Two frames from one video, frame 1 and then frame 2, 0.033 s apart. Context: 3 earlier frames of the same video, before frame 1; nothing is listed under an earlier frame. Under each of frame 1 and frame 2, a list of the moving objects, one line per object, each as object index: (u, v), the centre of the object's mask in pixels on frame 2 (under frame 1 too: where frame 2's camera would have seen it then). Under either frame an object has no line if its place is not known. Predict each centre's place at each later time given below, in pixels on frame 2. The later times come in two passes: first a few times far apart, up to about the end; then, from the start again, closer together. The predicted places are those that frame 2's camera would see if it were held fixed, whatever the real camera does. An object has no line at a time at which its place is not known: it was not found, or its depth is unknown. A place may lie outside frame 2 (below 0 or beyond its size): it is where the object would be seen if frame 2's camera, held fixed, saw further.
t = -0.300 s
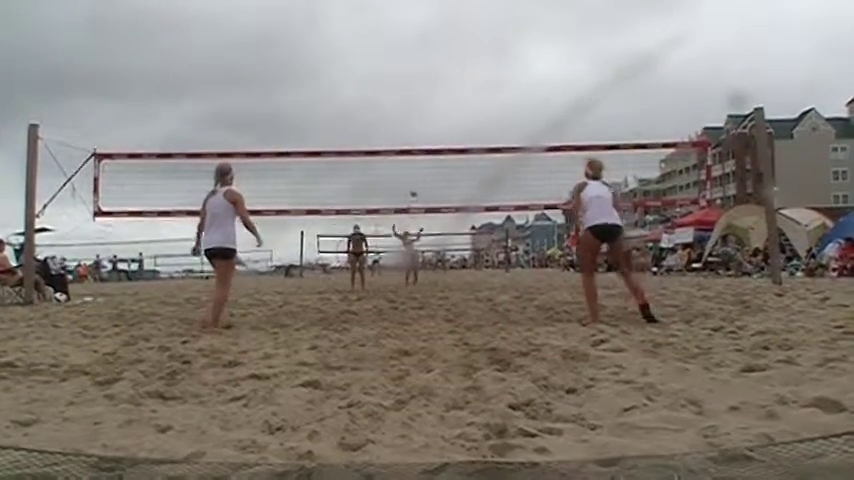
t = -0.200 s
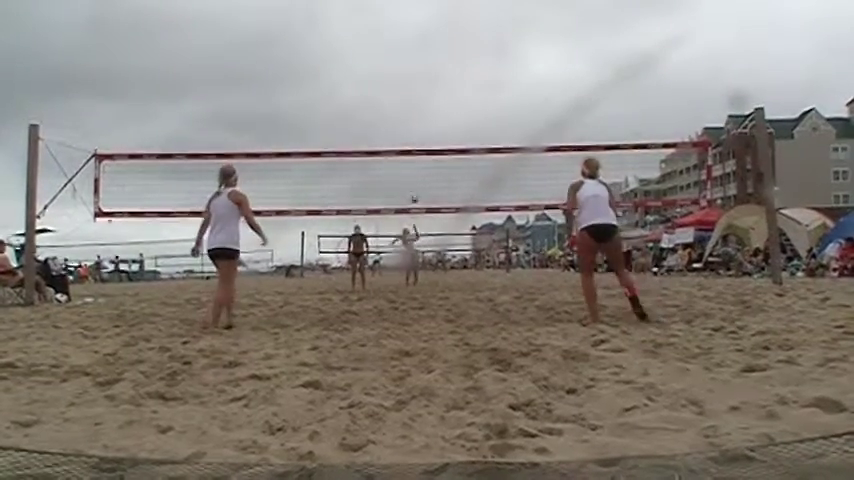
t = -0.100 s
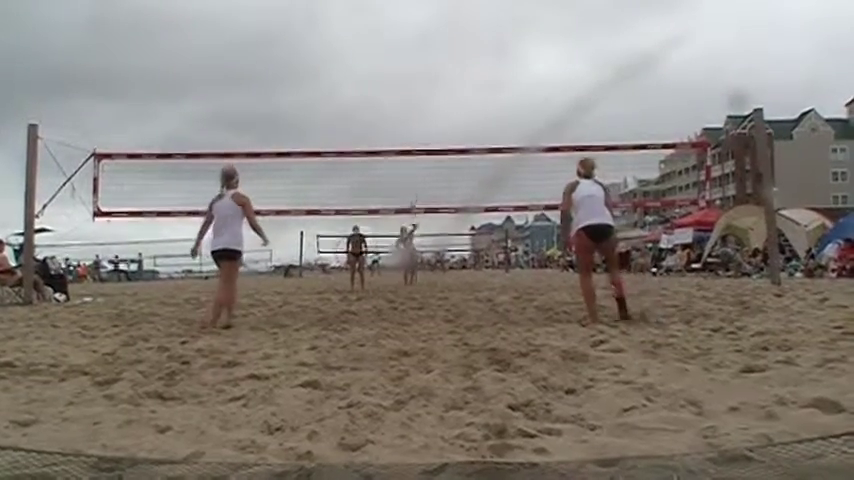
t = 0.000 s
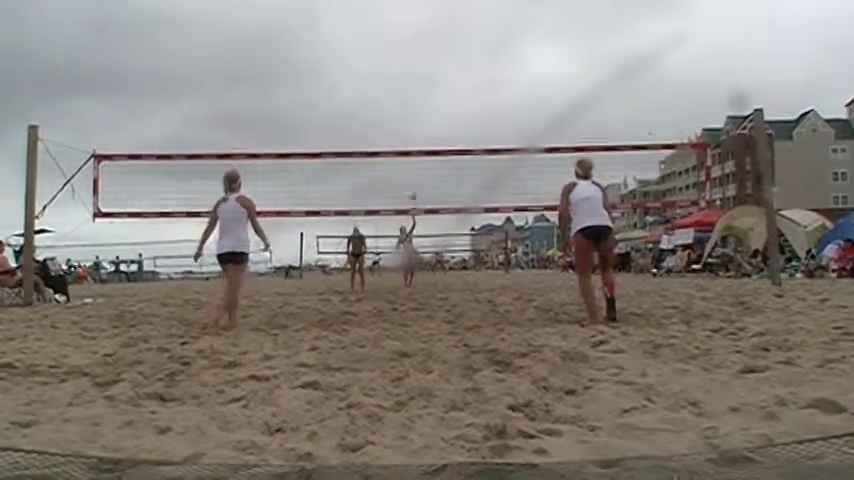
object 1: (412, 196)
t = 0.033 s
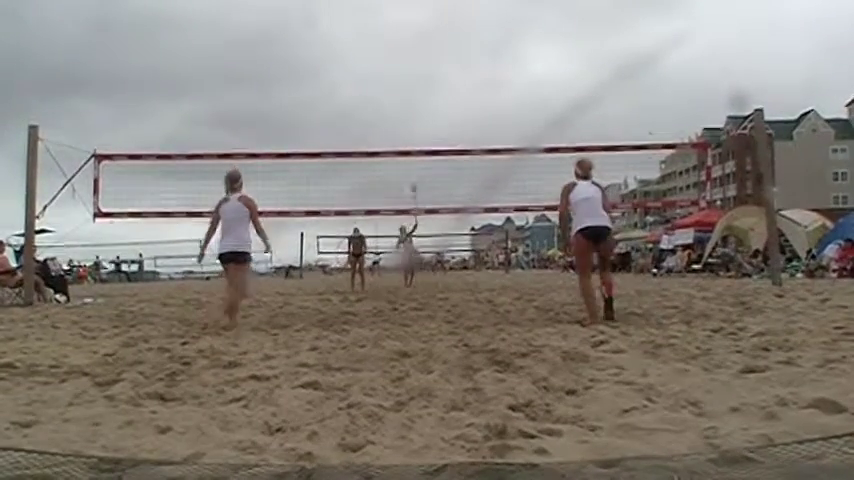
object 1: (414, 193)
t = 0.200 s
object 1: (421, 144)
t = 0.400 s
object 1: (426, 105)
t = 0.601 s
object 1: (436, 83)
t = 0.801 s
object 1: (446, 81)
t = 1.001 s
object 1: (459, 109)
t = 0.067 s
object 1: (414, 179)
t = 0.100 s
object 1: (416, 169)
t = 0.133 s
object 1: (418, 161)
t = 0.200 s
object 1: (421, 144)
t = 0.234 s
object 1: (421, 138)
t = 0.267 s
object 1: (421, 129)
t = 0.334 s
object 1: (423, 116)
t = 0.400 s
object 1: (426, 105)
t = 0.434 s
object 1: (428, 99)
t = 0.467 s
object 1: (430, 95)
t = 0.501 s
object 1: (431, 92)
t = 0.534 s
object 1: (433, 88)
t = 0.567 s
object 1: (434, 85)
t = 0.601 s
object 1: (436, 83)
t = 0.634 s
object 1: (439, 80)
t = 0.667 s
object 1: (439, 78)
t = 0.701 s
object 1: (441, 78)
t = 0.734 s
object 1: (442, 78)
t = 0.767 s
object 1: (444, 79)
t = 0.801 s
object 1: (446, 81)
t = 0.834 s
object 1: (448, 84)
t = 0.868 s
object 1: (449, 87)
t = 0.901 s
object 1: (451, 91)
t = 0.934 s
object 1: (454, 96)
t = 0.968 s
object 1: (456, 103)
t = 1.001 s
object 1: (459, 109)
